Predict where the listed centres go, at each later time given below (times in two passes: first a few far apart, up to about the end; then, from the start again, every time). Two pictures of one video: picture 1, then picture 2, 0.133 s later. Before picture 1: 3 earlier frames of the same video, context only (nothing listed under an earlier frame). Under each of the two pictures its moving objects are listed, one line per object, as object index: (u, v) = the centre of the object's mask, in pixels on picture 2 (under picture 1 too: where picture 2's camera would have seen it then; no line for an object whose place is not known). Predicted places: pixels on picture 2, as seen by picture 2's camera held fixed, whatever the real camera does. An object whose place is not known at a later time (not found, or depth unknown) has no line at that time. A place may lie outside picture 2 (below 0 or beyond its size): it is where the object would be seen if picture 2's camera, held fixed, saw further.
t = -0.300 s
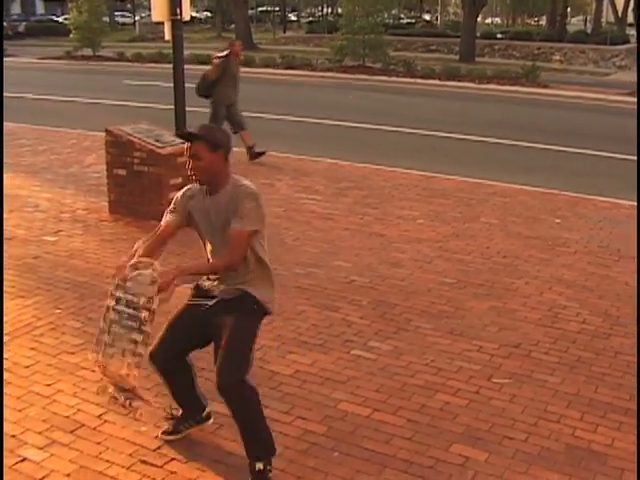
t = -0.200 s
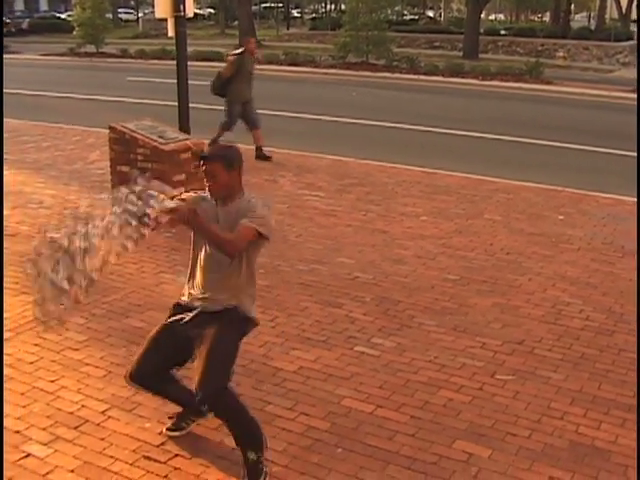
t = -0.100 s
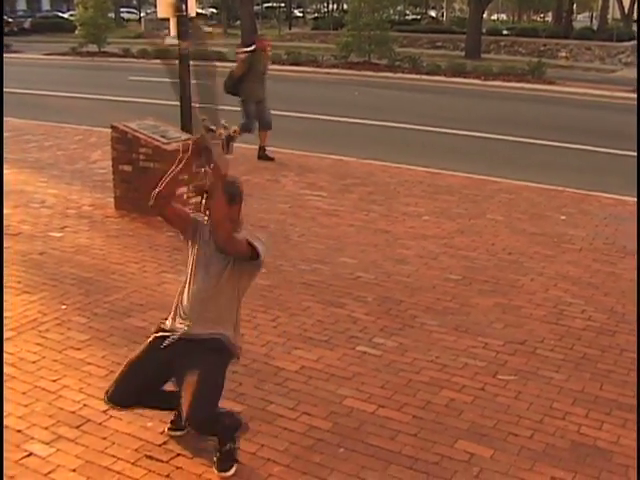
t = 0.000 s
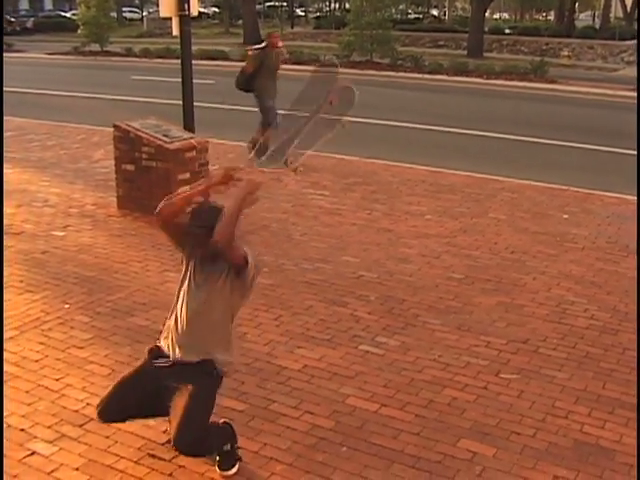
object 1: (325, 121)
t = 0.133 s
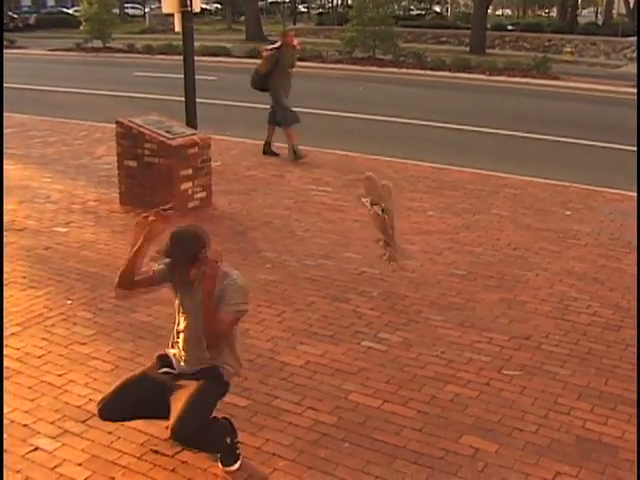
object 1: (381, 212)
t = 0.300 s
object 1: (422, 277)
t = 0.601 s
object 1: (485, 228)
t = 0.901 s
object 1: (542, 214)
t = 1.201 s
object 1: (575, 218)
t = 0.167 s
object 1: (398, 255)
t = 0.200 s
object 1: (407, 268)
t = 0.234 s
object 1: (413, 277)
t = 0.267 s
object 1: (427, 280)
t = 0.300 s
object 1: (422, 277)
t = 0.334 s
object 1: (428, 275)
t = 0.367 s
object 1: (433, 266)
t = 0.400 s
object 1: (439, 257)
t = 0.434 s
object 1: (451, 251)
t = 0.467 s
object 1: (459, 247)
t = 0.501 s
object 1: (476, 241)
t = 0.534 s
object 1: (480, 238)
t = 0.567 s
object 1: (479, 233)
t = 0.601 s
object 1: (485, 228)
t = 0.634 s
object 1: (494, 223)
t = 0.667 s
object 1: (500, 222)
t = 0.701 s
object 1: (506, 225)
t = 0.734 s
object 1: (513, 222)
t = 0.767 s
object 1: (520, 224)
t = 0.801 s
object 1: (523, 220)
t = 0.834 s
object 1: (527, 216)
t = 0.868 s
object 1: (530, 214)
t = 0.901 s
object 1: (542, 214)
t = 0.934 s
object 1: (544, 215)
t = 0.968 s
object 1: (549, 216)
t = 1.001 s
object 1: (552, 220)
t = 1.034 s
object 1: (556, 223)
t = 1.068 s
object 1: (558, 222)
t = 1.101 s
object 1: (562, 220)
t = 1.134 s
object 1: (567, 220)
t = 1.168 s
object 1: (572, 219)
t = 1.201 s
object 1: (575, 218)
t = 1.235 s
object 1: (579, 218)
